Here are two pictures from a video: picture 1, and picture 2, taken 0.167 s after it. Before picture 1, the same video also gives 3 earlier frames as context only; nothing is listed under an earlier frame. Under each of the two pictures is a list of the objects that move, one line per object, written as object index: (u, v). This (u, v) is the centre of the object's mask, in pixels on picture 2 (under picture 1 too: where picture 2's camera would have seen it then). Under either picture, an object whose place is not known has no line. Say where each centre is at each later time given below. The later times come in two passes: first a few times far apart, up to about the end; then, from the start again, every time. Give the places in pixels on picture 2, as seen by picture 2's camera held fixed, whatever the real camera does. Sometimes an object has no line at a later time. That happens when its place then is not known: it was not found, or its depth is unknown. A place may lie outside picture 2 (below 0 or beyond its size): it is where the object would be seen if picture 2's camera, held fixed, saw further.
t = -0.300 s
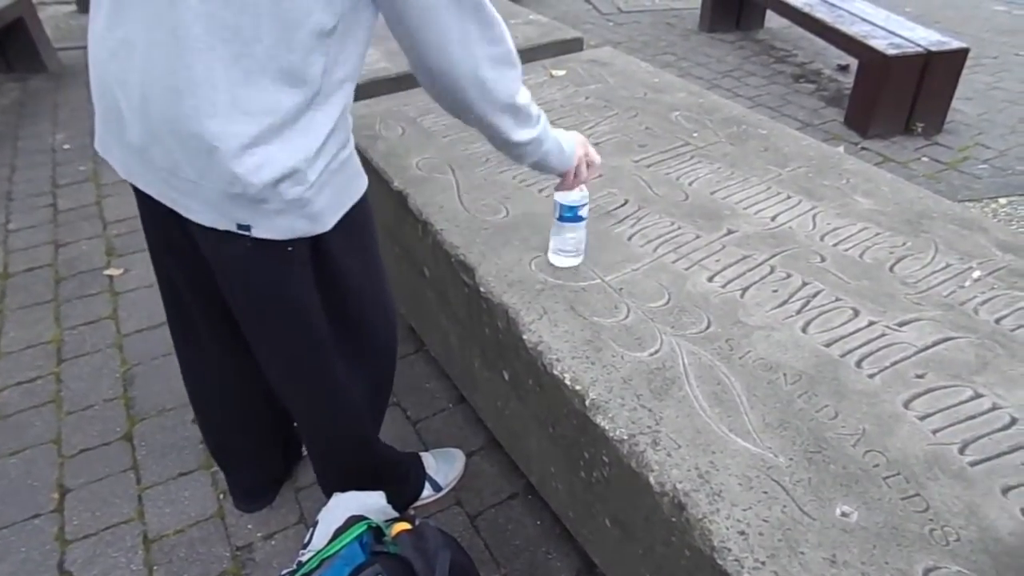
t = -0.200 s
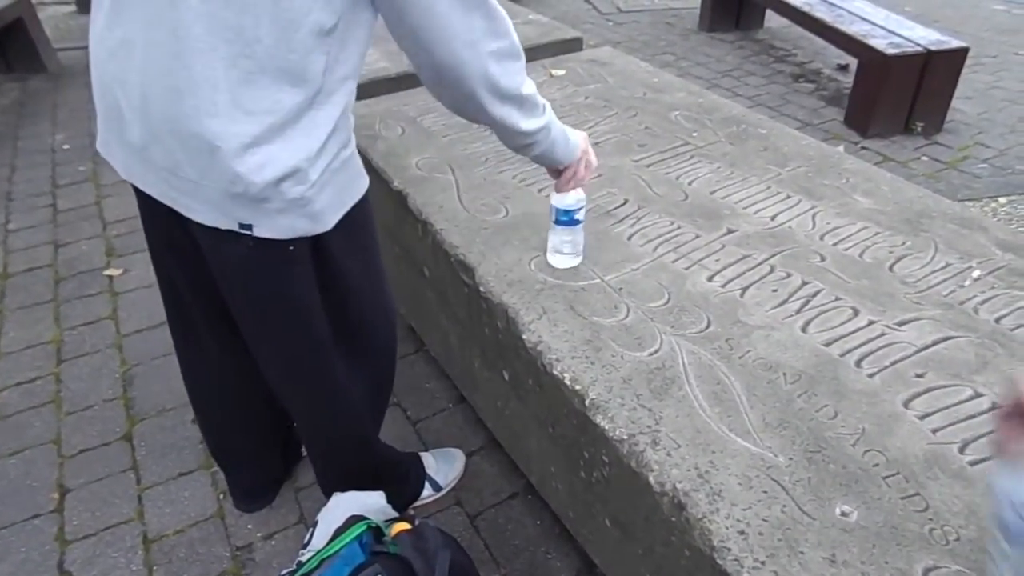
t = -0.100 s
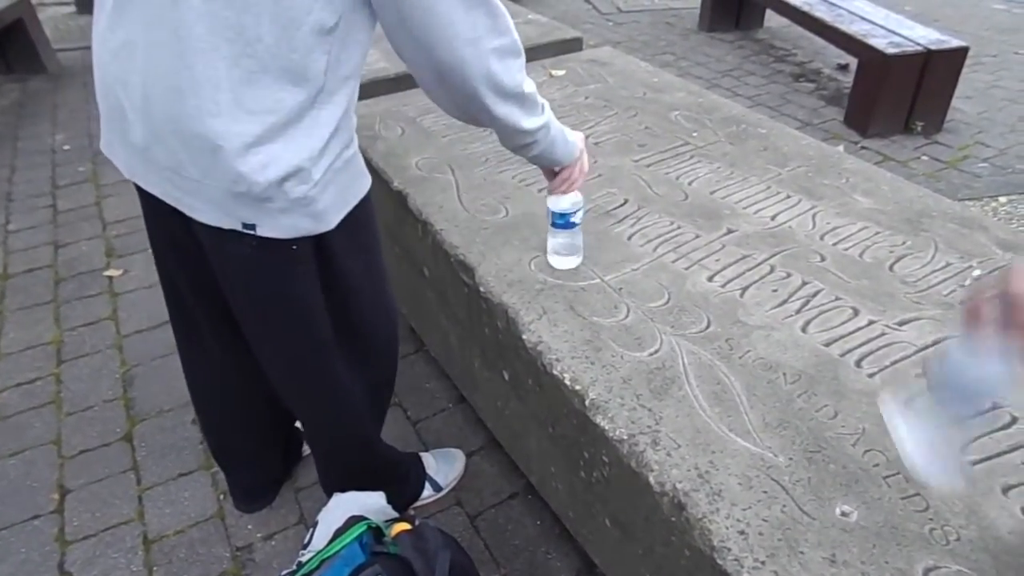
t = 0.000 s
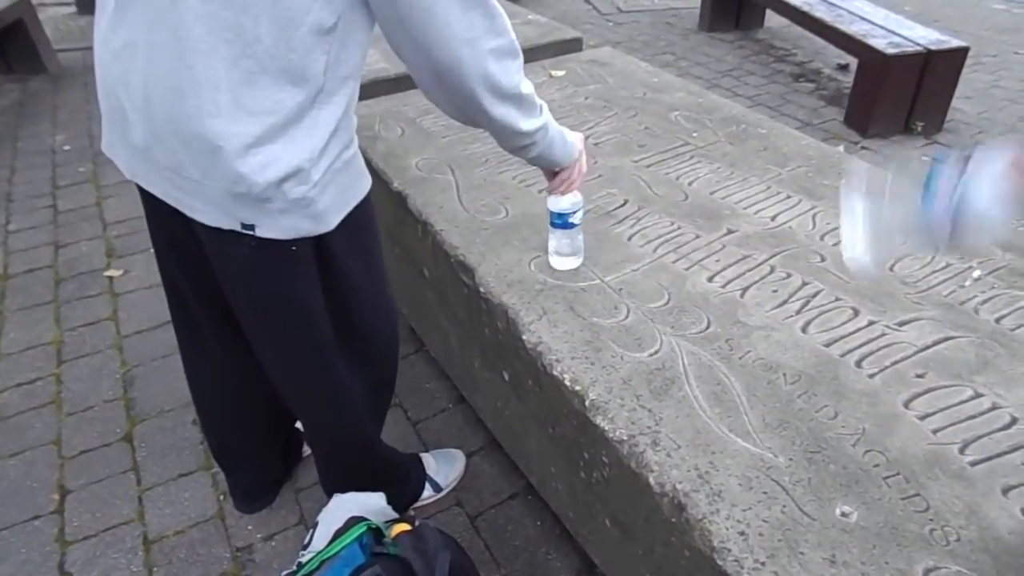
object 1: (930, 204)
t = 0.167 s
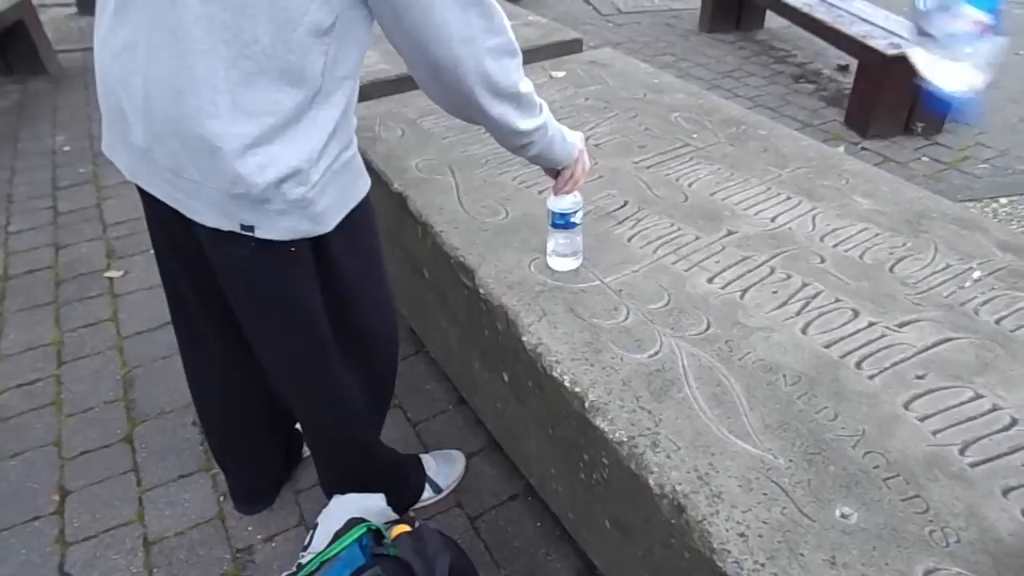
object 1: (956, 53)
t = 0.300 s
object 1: (904, 28)
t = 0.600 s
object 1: (767, 341)
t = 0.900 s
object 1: (699, 336)
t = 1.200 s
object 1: (631, 358)
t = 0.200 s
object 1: (926, 46)
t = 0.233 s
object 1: (900, 36)
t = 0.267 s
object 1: (882, 29)
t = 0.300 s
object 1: (904, 28)
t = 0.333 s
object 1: (911, 49)
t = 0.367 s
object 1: (887, 95)
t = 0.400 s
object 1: (863, 141)
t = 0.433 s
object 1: (838, 195)
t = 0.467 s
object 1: (813, 247)
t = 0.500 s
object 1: (794, 318)
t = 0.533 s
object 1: (776, 367)
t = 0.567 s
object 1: (768, 370)
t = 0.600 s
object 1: (767, 341)
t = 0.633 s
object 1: (765, 314)
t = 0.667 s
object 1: (761, 296)
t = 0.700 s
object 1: (755, 284)
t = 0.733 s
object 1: (748, 280)
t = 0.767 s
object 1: (740, 282)
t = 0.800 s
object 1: (729, 291)
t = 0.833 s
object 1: (719, 307)
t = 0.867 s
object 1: (709, 325)
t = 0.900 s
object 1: (699, 336)
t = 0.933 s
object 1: (690, 339)
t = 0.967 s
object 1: (683, 344)
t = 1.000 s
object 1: (676, 345)
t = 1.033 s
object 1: (671, 347)
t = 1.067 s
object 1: (661, 359)
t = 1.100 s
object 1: (654, 359)
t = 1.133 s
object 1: (646, 357)
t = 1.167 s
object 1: (638, 359)
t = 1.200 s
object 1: (631, 358)
